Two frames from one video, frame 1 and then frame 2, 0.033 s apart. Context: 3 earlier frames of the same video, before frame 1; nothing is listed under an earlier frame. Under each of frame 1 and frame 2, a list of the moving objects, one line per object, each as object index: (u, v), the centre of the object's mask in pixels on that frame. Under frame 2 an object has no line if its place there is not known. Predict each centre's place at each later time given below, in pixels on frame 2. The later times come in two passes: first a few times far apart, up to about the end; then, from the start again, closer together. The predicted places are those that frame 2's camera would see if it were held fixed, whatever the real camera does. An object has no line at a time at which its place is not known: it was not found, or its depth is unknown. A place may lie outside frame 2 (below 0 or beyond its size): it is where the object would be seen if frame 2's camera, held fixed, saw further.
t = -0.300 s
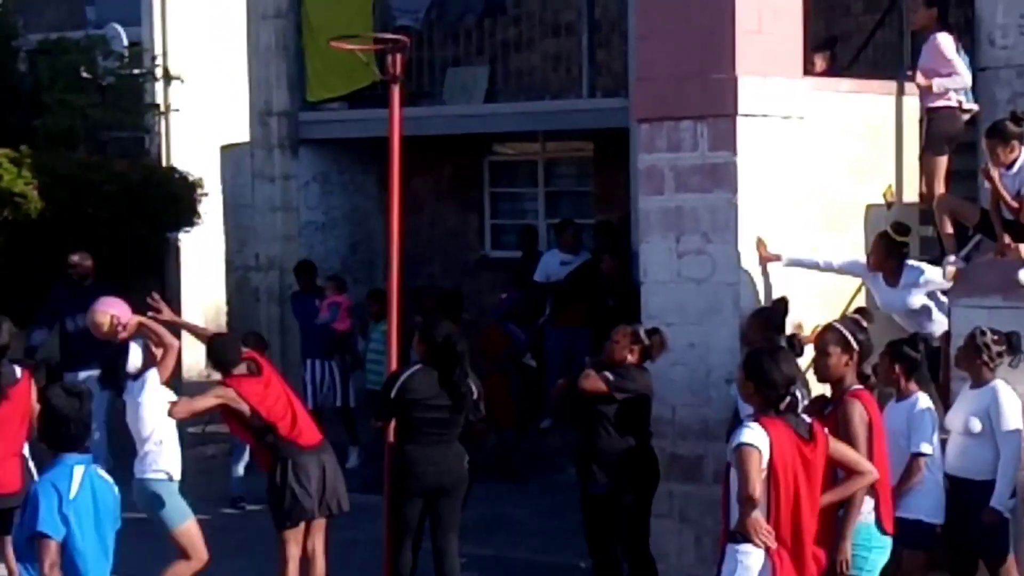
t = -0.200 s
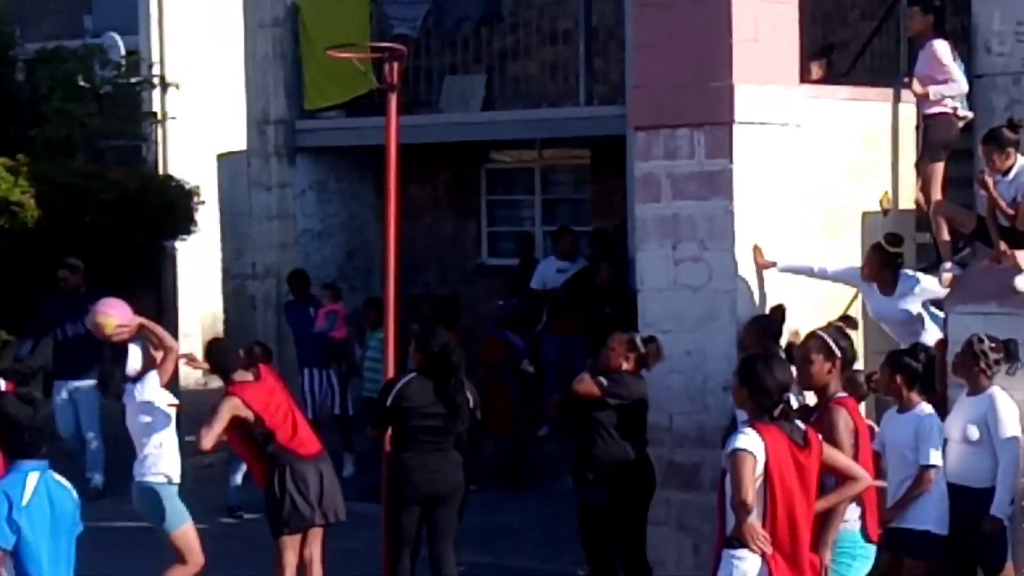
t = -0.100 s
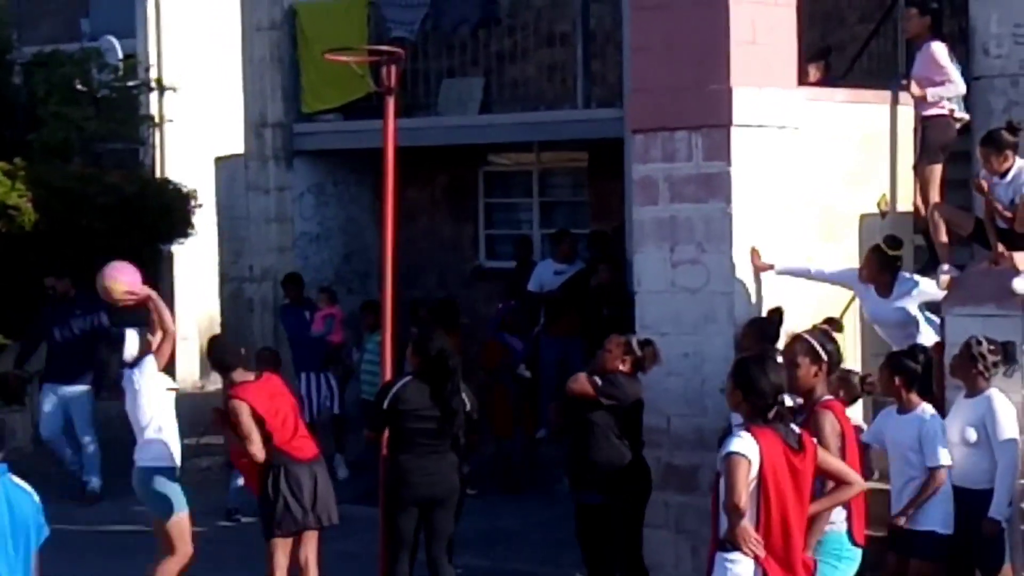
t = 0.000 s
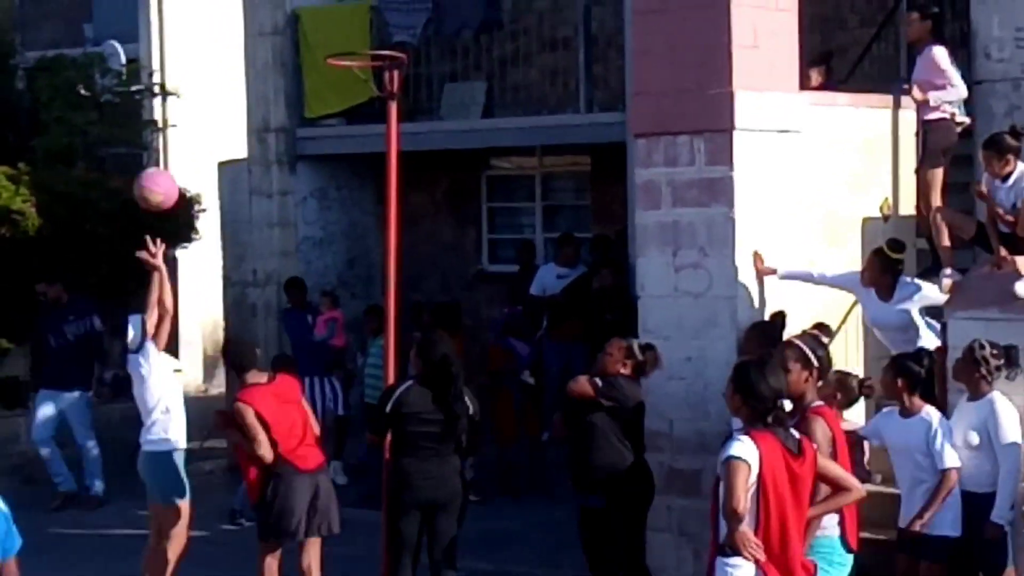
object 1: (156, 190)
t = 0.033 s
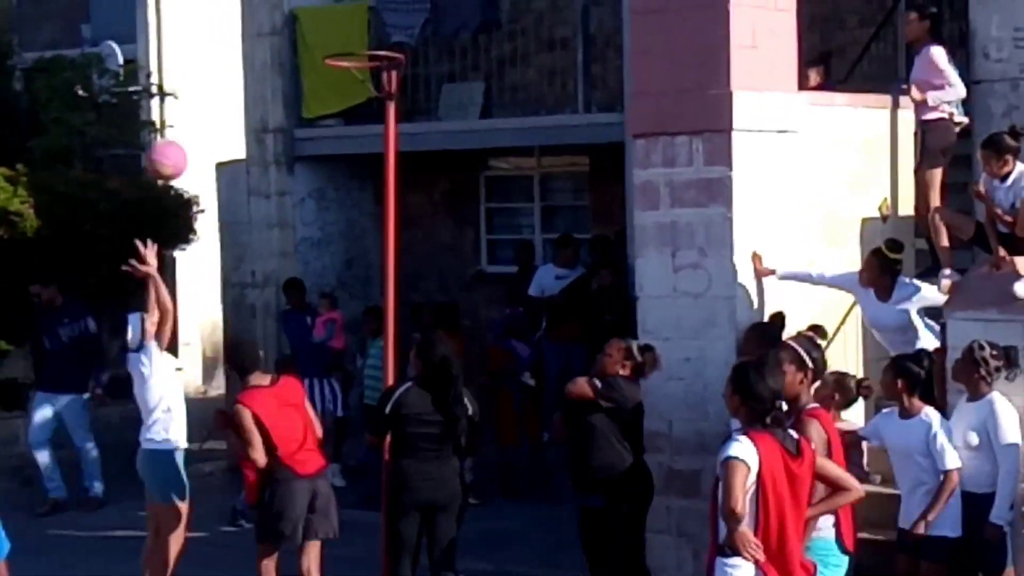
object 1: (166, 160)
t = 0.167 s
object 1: (215, 62)
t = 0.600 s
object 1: (382, -8)
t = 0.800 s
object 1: (458, 80)
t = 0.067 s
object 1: (178, 132)
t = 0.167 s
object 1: (215, 62)
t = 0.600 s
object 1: (382, -8)
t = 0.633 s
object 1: (394, -2)
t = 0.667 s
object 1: (406, 11)
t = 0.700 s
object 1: (420, 25)
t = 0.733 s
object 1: (432, 41)
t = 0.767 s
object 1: (445, 59)
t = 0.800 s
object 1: (458, 80)
